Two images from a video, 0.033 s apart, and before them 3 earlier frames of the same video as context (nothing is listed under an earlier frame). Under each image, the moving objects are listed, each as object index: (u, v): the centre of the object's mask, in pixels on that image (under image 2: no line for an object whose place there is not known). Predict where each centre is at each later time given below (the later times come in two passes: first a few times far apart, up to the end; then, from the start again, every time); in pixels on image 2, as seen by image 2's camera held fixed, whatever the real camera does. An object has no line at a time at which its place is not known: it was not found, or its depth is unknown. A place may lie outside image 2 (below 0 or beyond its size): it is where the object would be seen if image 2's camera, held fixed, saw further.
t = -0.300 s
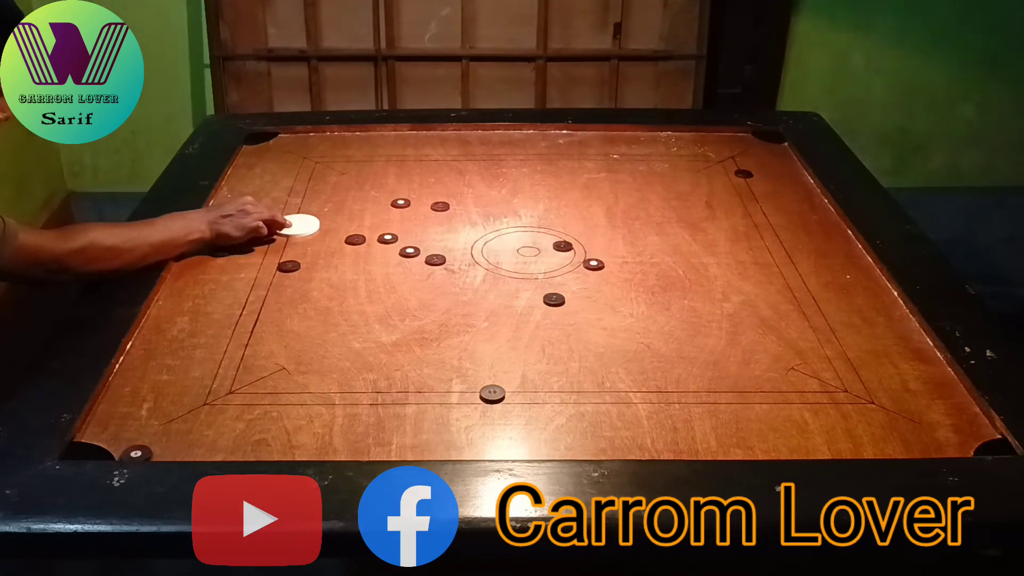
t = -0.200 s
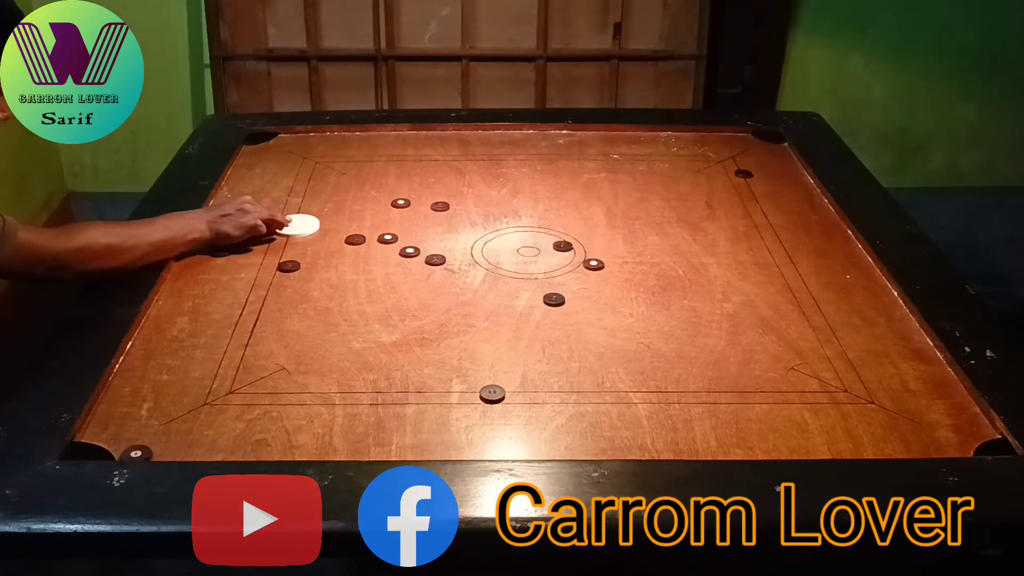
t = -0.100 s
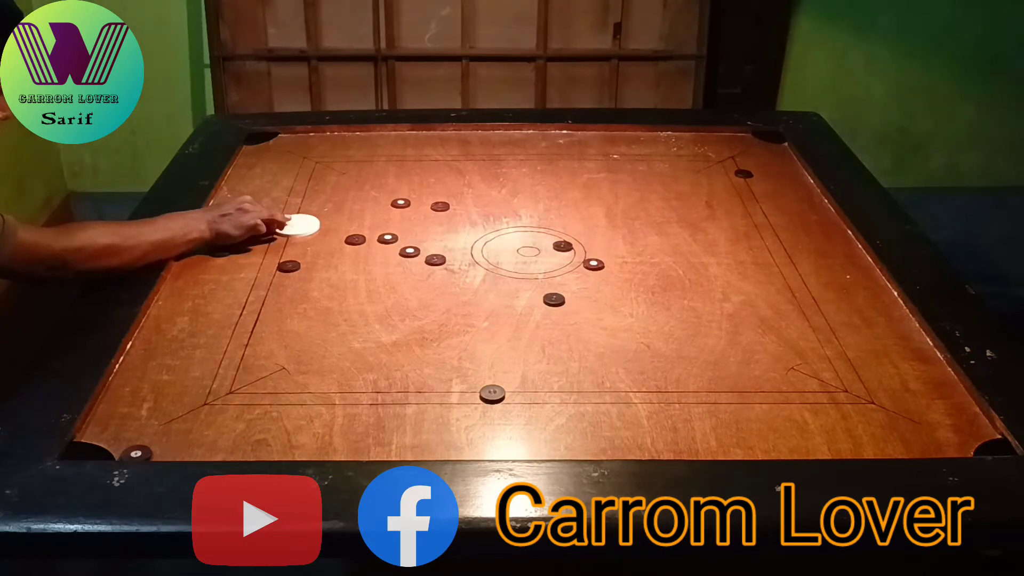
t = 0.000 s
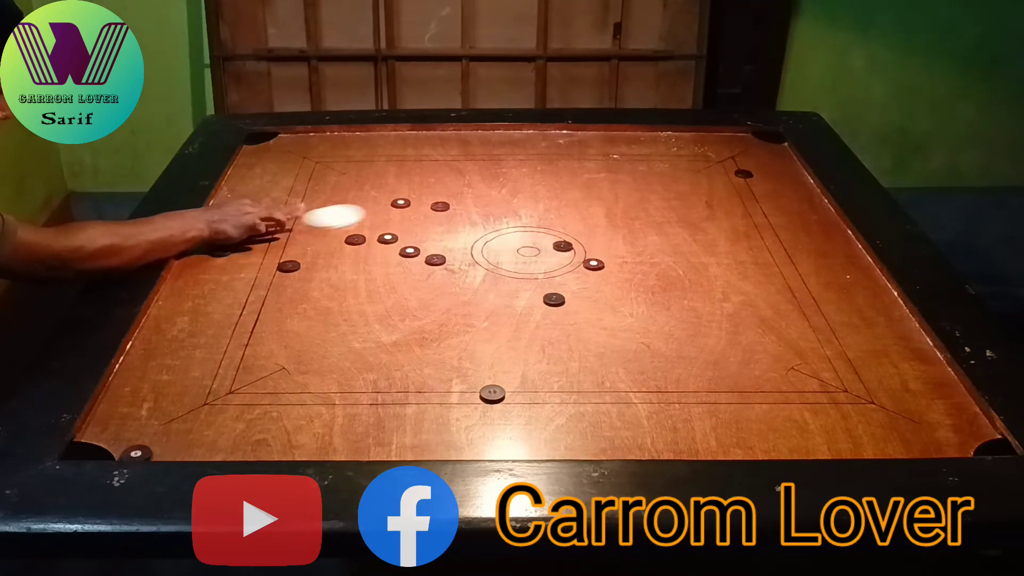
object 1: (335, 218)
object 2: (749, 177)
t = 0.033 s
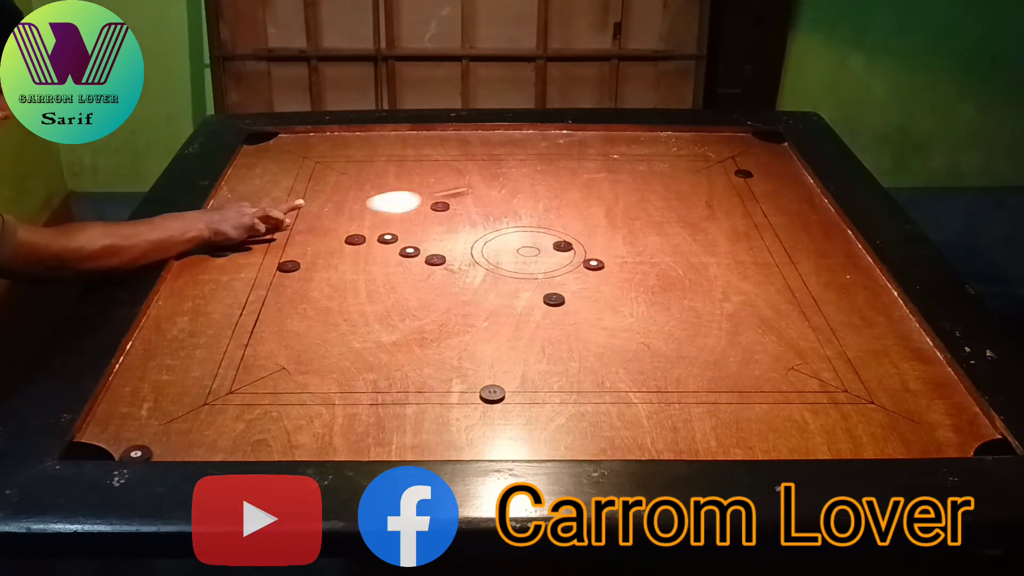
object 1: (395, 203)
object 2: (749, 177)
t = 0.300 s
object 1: (693, 143)
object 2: (748, 177)
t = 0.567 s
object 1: (679, 173)
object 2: (698, 230)
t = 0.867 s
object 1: (562, 190)
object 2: (580, 379)
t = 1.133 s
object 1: (501, 198)
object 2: (484, 424)
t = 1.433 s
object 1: (482, 200)
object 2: (450, 386)
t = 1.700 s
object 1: (482, 200)
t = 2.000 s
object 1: (482, 200)
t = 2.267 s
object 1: (482, 200)
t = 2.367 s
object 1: (482, 200)
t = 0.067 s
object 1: (440, 191)
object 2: (749, 177)
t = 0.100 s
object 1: (483, 181)
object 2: (749, 177)
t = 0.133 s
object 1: (523, 170)
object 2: (749, 177)
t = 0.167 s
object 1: (560, 161)
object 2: (748, 177)
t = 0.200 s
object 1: (596, 152)
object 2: (749, 177)
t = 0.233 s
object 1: (629, 145)
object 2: (749, 177)
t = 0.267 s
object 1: (661, 138)
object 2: (748, 177)
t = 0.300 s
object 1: (693, 143)
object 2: (748, 177)
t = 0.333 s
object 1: (726, 149)
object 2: (748, 177)
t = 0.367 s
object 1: (758, 155)
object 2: (748, 176)
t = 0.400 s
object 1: (769, 160)
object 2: (748, 176)
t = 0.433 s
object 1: (749, 164)
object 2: (747, 177)
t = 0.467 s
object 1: (730, 166)
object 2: (733, 188)
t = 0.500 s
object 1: (712, 168)
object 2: (722, 201)
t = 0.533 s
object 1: (695, 171)
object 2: (710, 215)
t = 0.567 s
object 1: (679, 173)
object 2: (698, 230)
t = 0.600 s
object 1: (663, 175)
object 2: (685, 245)
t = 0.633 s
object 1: (648, 177)
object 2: (673, 260)
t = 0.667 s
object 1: (633, 179)
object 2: (660, 277)
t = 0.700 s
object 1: (620, 181)
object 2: (648, 293)
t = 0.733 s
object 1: (606, 183)
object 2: (634, 309)
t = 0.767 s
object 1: (595, 185)
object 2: (621, 327)
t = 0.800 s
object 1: (583, 187)
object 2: (607, 343)
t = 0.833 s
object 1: (572, 189)
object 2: (593, 361)
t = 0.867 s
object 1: (562, 190)
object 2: (580, 379)
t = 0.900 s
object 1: (552, 192)
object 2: (566, 395)
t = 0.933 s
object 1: (544, 193)
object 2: (552, 414)
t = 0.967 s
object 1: (535, 194)
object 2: (539, 431)
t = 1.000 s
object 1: (527, 195)
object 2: (524, 449)
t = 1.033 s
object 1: (520, 196)
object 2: (511, 453)
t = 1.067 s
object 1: (513, 196)
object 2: (501, 444)
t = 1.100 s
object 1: (507, 197)
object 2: (492, 433)
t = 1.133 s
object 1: (501, 198)
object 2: (484, 424)
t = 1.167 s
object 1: (497, 199)
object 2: (477, 415)
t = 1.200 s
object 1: (493, 199)
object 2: (470, 408)
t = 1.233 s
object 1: (490, 199)
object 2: (464, 402)
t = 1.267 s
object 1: (487, 200)
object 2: (460, 397)
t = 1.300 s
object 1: (485, 200)
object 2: (456, 393)
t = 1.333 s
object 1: (483, 200)
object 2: (453, 390)
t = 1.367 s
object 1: (482, 200)
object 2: (452, 388)
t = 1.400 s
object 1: (482, 200)
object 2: (450, 387)
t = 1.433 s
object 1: (482, 200)
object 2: (450, 386)
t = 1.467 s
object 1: (482, 200)
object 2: (449, 386)
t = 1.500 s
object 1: (482, 200)
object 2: (449, 386)
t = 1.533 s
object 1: (482, 200)
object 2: (449, 386)
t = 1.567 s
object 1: (481, 200)
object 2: (449, 386)
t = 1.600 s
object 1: (482, 200)
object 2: (449, 386)
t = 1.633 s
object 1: (482, 200)
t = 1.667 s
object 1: (482, 200)
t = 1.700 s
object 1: (482, 200)
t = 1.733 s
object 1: (482, 200)
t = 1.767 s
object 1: (482, 200)
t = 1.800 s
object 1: (482, 200)
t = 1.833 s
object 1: (482, 200)
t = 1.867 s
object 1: (482, 200)
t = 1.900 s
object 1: (482, 200)
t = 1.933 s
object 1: (482, 200)
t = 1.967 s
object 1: (482, 200)
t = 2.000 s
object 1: (482, 200)
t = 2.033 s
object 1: (482, 200)
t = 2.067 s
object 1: (482, 200)
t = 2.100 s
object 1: (482, 200)
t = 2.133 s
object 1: (482, 200)
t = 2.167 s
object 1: (482, 200)
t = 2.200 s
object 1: (482, 200)
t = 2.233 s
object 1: (482, 200)
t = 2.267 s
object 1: (482, 200)
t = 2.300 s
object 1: (482, 200)
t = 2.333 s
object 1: (482, 200)
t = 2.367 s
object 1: (482, 200)
